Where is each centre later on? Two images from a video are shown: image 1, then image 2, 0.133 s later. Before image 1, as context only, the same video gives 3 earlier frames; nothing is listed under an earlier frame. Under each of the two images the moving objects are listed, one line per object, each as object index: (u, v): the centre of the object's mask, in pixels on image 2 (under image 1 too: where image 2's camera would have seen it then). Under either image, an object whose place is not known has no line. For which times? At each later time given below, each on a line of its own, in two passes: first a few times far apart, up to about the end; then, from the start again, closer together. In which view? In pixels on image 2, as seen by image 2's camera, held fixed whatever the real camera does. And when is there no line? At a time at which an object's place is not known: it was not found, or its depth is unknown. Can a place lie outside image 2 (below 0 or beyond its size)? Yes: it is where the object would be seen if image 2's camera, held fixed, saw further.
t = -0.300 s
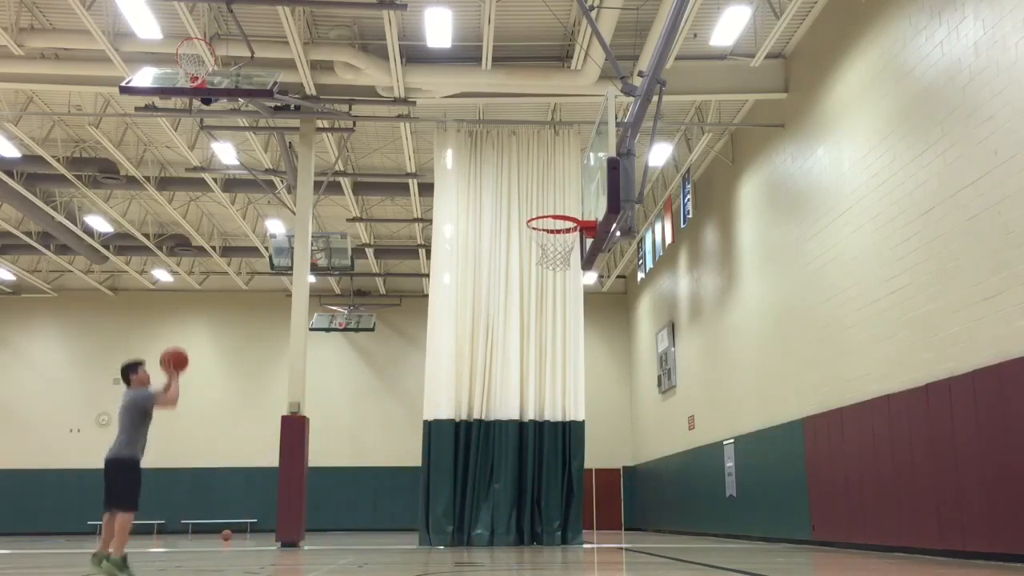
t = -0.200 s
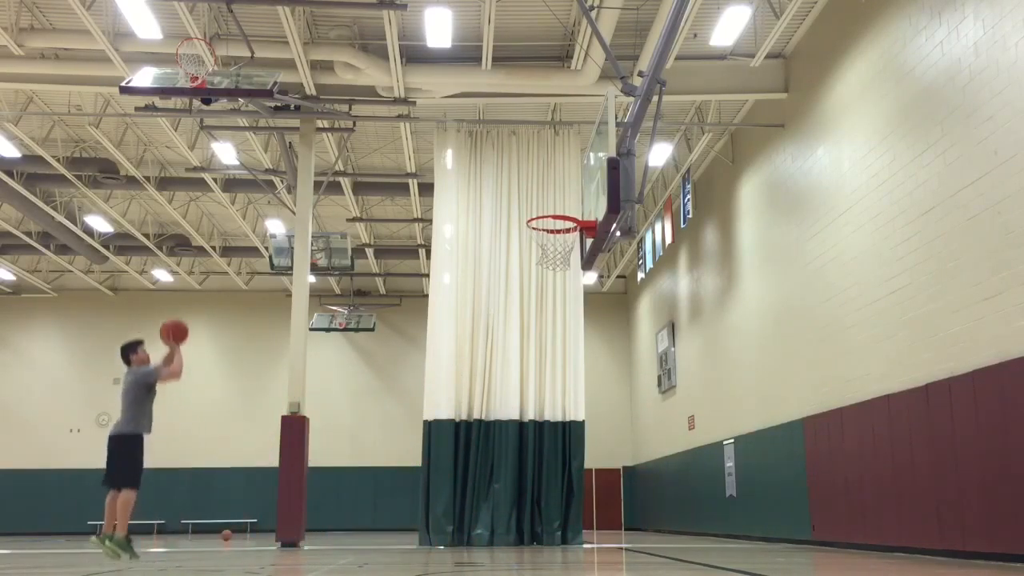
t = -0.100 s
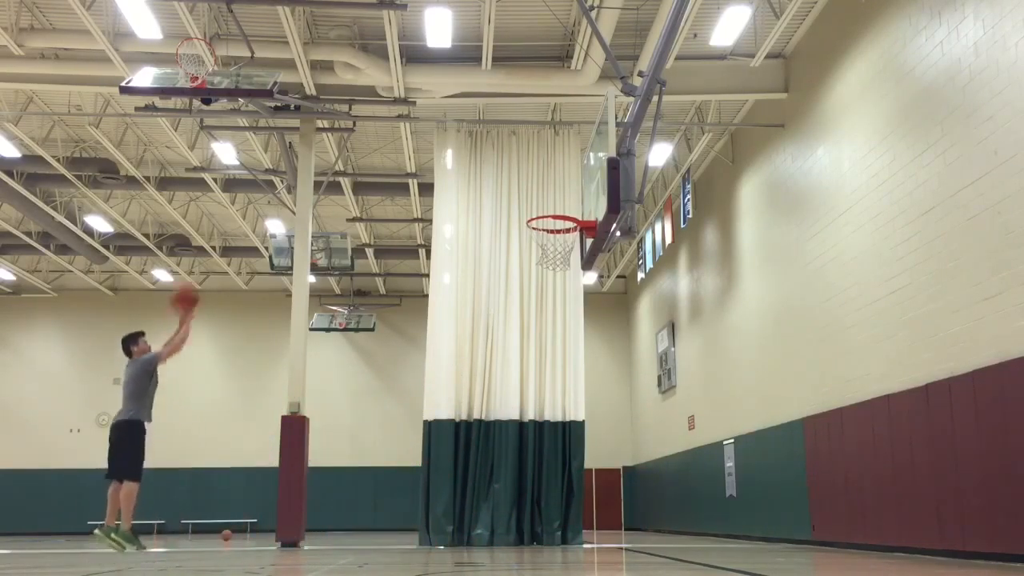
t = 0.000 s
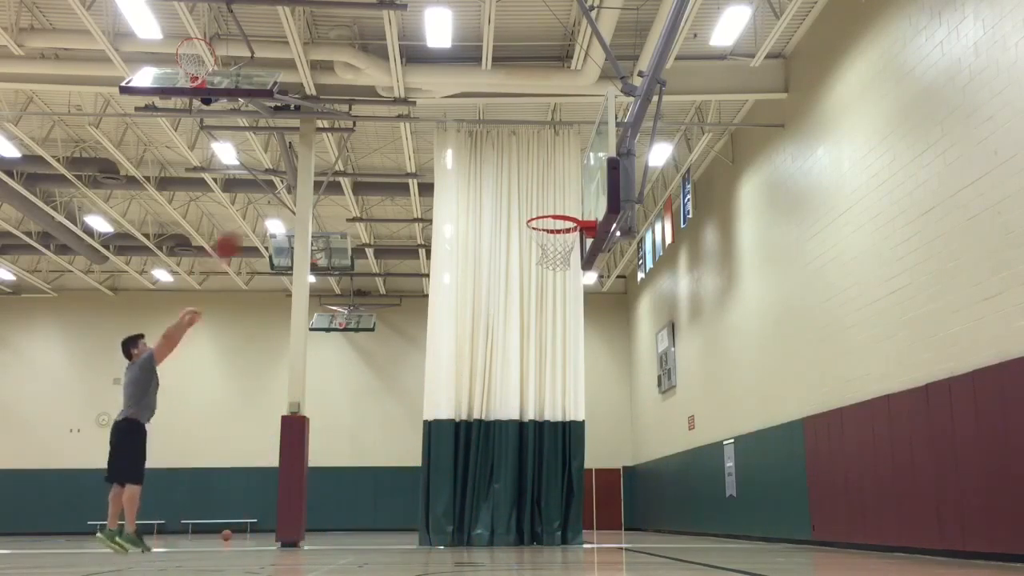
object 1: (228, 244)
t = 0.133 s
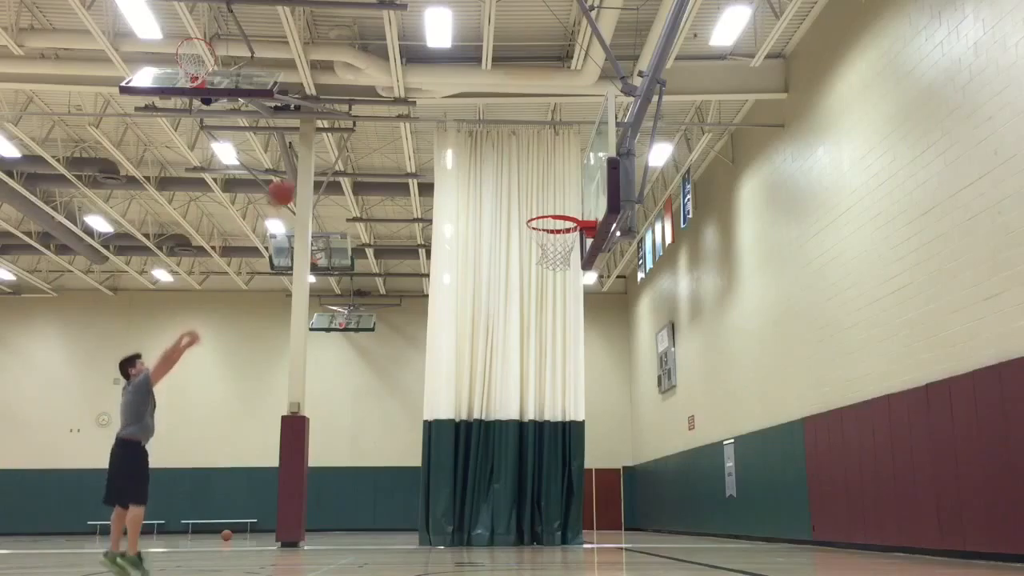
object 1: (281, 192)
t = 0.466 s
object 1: (408, 142)
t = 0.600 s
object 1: (455, 153)
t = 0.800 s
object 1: (527, 203)
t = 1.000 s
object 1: (578, 257)
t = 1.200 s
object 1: (603, 307)
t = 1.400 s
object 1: (629, 404)
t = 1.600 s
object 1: (662, 561)
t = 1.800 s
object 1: (639, 450)
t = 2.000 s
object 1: (618, 381)
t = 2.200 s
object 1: (598, 357)
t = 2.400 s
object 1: (578, 379)
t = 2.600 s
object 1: (559, 455)
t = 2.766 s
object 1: (542, 563)
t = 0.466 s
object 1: (408, 142)
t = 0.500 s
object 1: (420, 144)
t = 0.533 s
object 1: (431, 145)
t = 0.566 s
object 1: (442, 148)
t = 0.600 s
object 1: (455, 153)
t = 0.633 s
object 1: (466, 158)
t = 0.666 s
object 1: (478, 165)
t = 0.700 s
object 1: (491, 173)
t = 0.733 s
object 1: (503, 182)
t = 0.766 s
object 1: (516, 192)
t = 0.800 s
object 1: (527, 203)
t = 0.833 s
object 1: (539, 215)
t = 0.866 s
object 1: (550, 228)
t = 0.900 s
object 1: (563, 242)
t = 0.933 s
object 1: (572, 251)
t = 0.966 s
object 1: (576, 254)
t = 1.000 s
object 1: (578, 257)
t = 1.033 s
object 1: (583, 262)
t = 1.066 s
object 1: (587, 269)
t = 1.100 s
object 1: (591, 277)
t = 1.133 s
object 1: (596, 287)
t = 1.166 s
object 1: (599, 295)
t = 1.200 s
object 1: (603, 307)
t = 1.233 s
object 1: (607, 319)
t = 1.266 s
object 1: (611, 333)
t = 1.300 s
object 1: (615, 350)
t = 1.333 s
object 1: (619, 367)
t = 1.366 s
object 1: (624, 384)
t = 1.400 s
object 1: (629, 404)
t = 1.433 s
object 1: (633, 426)
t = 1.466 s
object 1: (638, 448)
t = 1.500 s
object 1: (644, 478)
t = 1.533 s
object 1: (649, 500)
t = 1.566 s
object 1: (654, 527)
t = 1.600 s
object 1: (662, 561)
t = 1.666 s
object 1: (654, 523)
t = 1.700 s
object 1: (650, 505)
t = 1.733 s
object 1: (647, 487)
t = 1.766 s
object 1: (643, 470)
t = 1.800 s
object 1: (639, 450)
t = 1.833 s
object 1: (635, 436)
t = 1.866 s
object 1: (632, 423)
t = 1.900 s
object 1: (628, 410)
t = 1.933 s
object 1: (625, 399)
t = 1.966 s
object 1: (622, 389)
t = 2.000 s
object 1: (618, 381)
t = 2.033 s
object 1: (615, 373)
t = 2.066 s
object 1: (611, 367)
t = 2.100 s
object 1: (608, 363)
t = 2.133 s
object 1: (604, 360)
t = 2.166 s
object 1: (601, 358)
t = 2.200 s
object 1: (598, 357)
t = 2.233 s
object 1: (595, 357)
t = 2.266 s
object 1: (591, 359)
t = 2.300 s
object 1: (588, 362)
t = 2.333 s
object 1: (585, 366)
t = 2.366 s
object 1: (581, 372)
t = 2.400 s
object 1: (578, 379)
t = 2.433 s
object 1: (575, 388)
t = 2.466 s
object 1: (572, 398)
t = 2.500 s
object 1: (568, 410)
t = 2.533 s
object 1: (565, 424)
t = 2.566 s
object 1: (562, 439)
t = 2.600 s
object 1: (559, 455)
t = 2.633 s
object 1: (555, 473)
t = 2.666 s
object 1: (552, 493)
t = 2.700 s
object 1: (549, 516)
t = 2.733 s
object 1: (546, 536)
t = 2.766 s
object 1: (542, 563)
